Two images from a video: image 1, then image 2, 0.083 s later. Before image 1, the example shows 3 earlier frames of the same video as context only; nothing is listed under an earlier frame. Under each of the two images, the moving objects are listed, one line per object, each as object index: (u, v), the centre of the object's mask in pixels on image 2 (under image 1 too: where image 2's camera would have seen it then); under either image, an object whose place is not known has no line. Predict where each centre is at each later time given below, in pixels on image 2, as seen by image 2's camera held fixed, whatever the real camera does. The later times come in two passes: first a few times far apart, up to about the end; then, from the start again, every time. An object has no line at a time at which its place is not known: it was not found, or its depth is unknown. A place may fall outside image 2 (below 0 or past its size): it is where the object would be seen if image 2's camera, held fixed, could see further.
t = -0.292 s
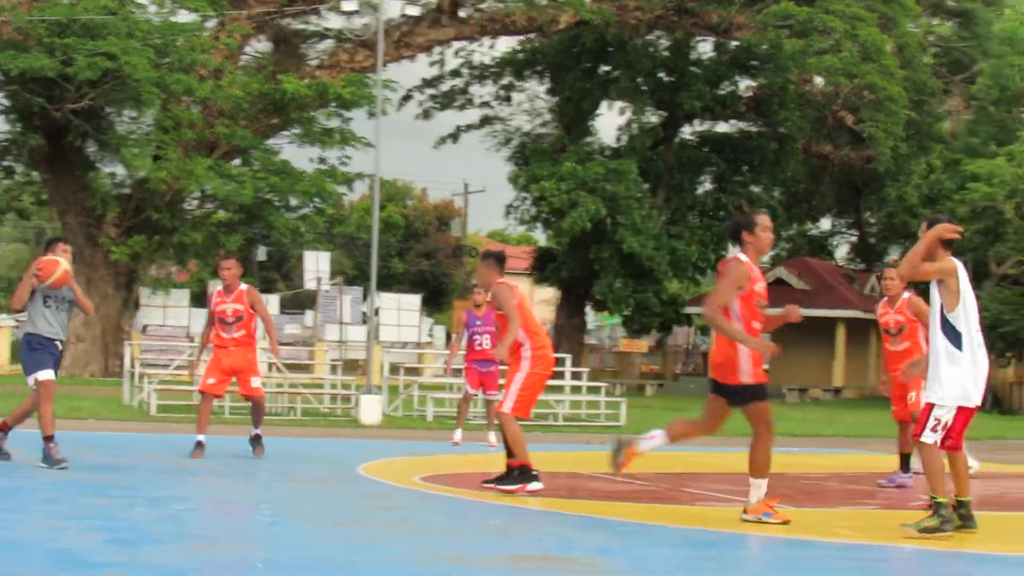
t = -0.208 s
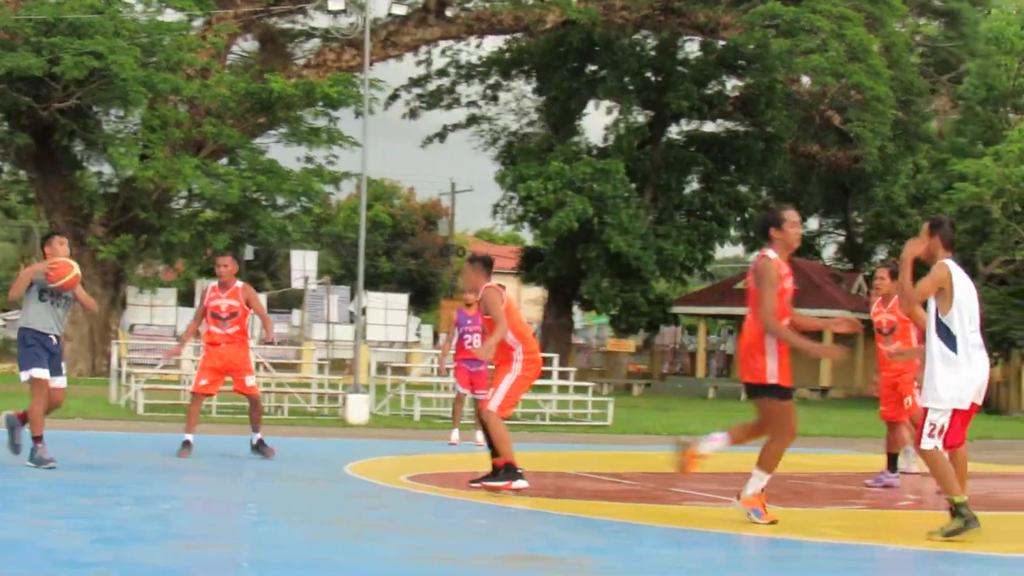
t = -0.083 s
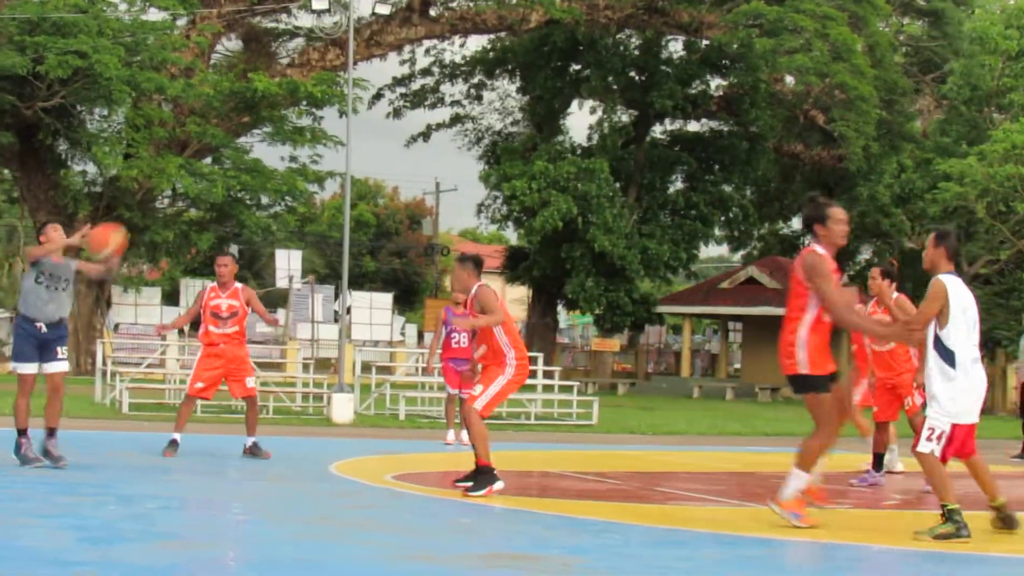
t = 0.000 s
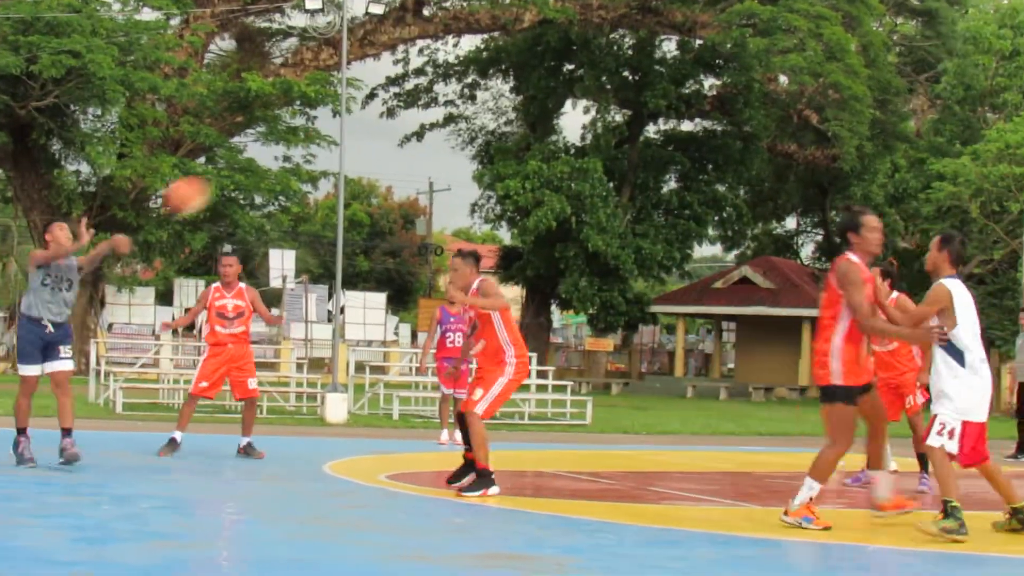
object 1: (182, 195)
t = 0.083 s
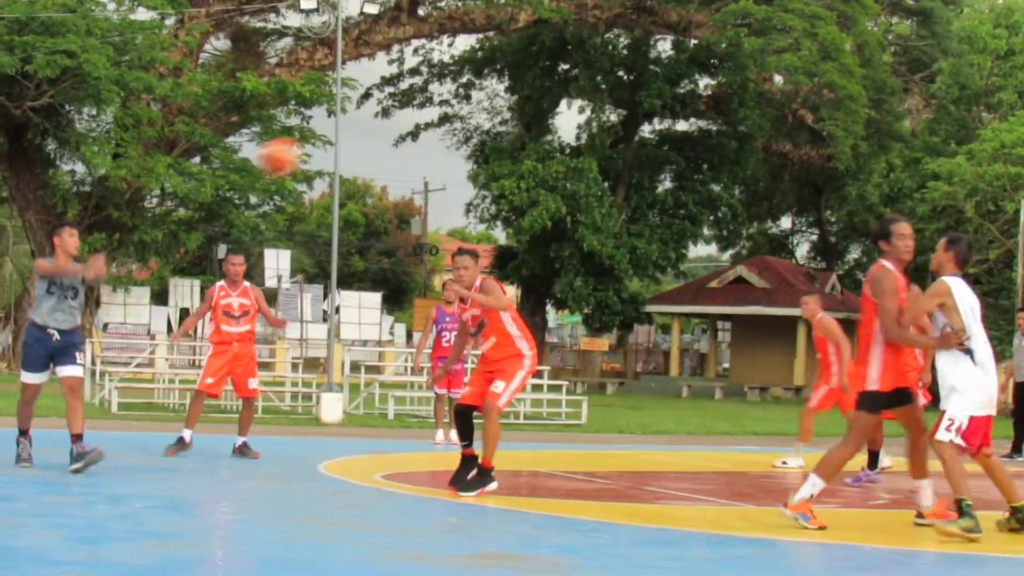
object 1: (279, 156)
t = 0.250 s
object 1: (500, 106)
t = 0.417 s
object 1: (752, 100)
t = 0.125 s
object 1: (329, 140)
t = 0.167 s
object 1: (385, 126)
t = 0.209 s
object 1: (438, 114)
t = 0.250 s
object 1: (500, 106)
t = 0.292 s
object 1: (553, 99)
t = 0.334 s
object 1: (620, 97)
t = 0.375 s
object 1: (684, 97)
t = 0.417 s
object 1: (752, 100)
